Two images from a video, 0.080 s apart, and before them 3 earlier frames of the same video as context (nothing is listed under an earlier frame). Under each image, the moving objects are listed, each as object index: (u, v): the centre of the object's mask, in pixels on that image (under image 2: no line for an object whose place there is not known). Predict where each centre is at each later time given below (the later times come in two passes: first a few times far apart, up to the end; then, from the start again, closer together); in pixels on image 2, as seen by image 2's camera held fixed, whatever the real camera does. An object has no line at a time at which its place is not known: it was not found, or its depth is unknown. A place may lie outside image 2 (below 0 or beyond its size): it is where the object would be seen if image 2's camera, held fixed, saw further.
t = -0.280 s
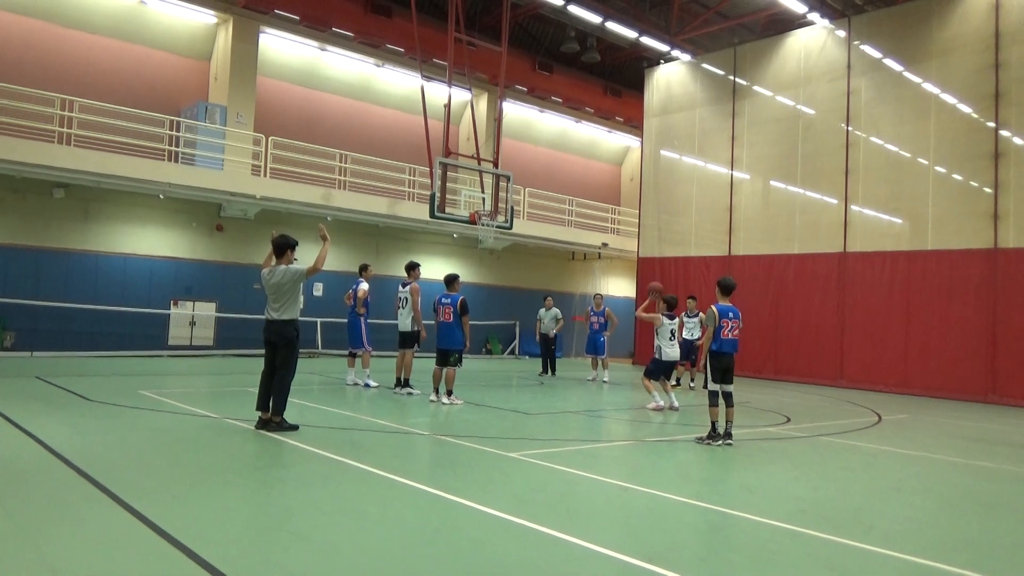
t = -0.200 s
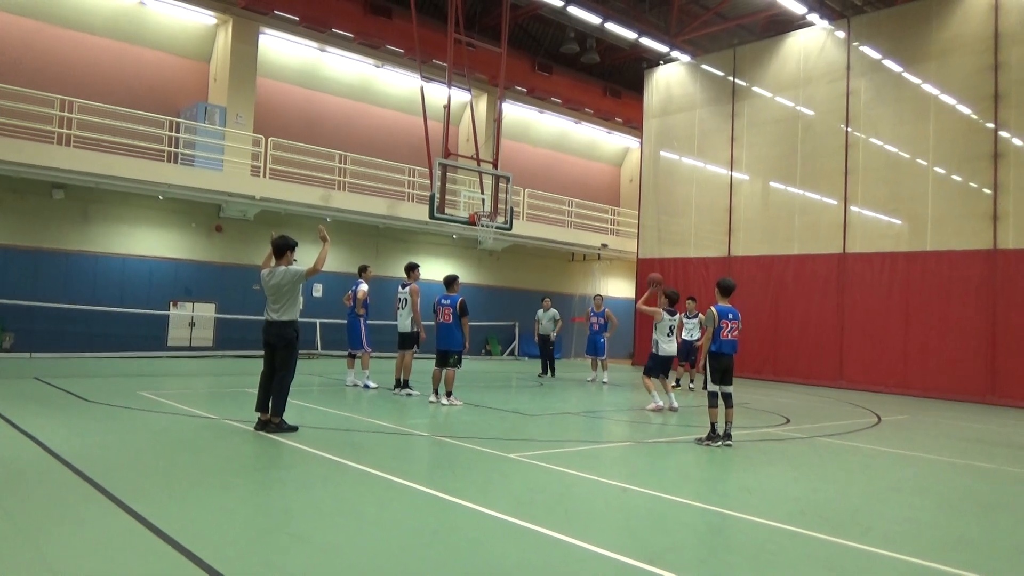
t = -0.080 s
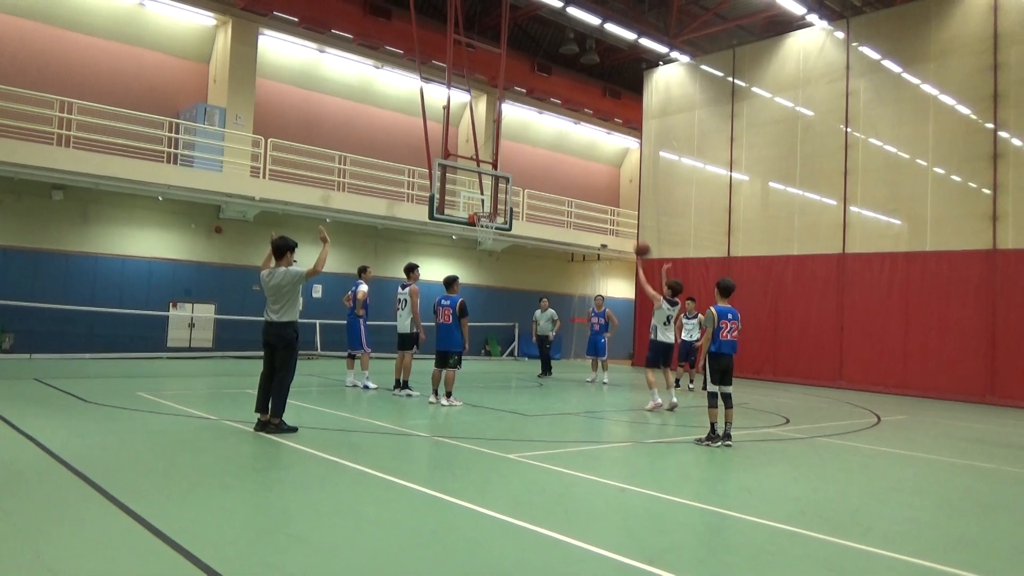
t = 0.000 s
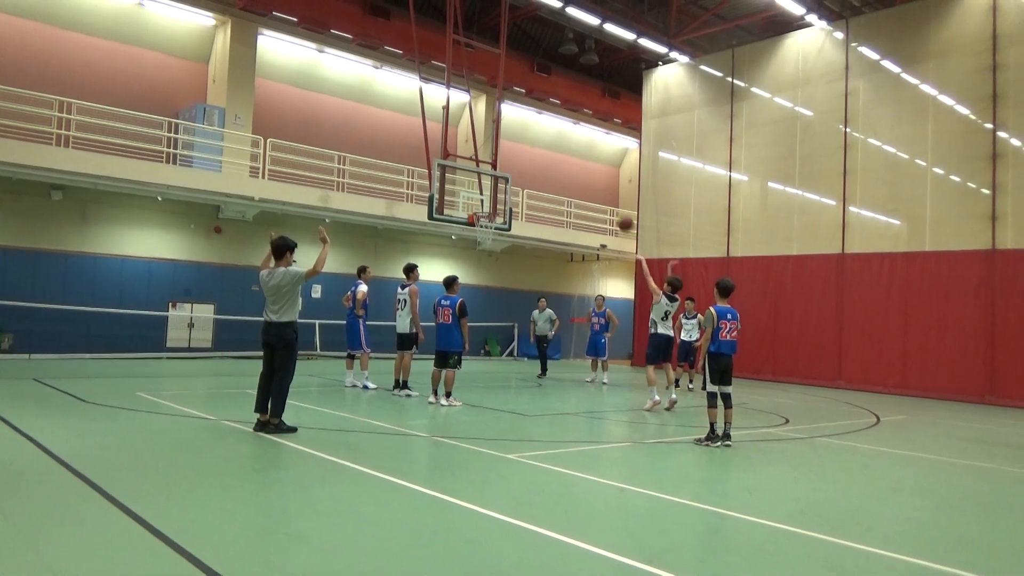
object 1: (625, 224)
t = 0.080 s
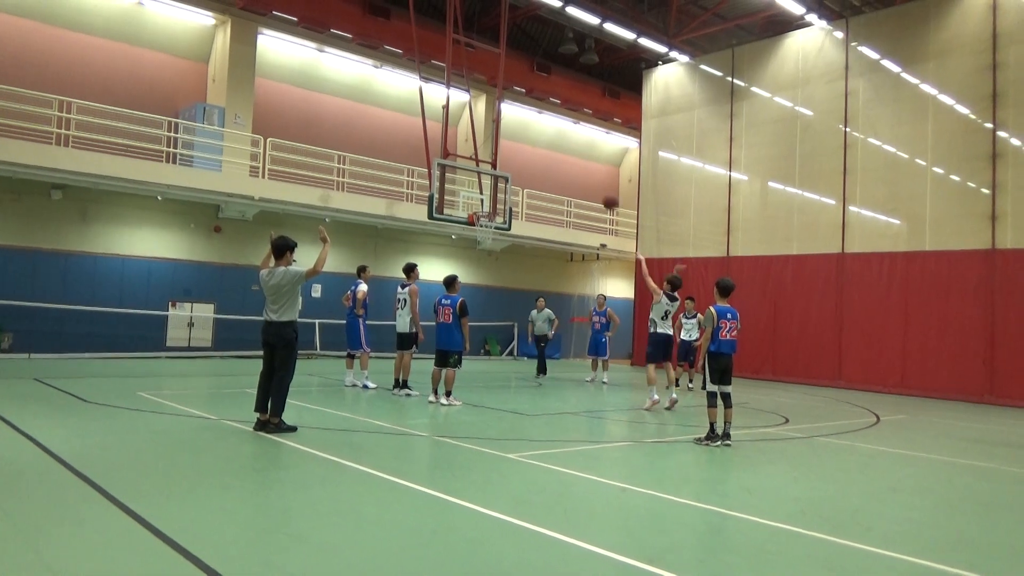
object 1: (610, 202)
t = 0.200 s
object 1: (588, 179)
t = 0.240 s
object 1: (581, 174)
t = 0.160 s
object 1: (595, 186)
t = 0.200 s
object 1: (588, 179)
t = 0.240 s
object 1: (581, 174)
